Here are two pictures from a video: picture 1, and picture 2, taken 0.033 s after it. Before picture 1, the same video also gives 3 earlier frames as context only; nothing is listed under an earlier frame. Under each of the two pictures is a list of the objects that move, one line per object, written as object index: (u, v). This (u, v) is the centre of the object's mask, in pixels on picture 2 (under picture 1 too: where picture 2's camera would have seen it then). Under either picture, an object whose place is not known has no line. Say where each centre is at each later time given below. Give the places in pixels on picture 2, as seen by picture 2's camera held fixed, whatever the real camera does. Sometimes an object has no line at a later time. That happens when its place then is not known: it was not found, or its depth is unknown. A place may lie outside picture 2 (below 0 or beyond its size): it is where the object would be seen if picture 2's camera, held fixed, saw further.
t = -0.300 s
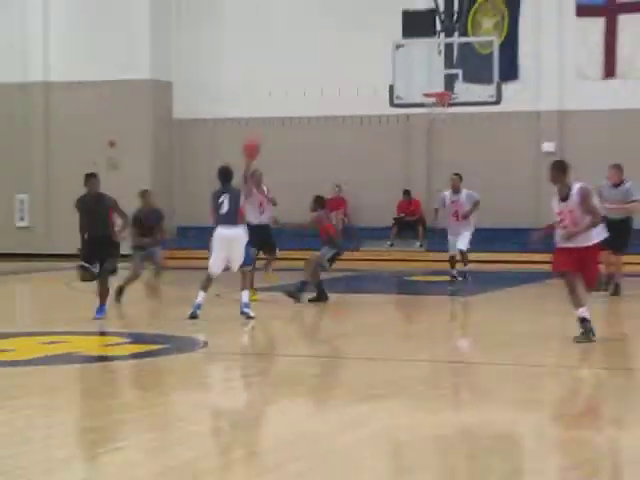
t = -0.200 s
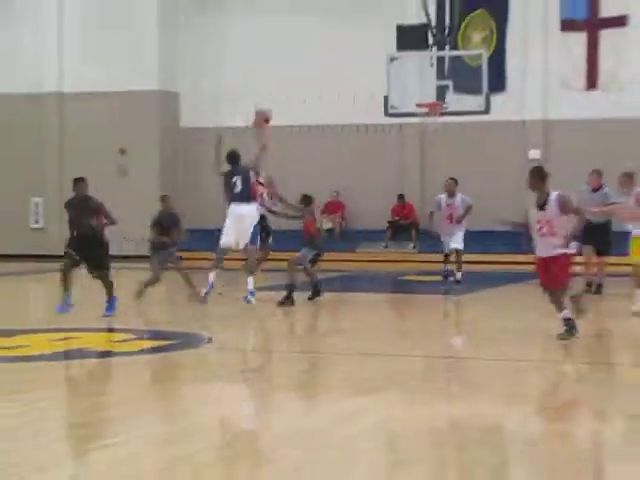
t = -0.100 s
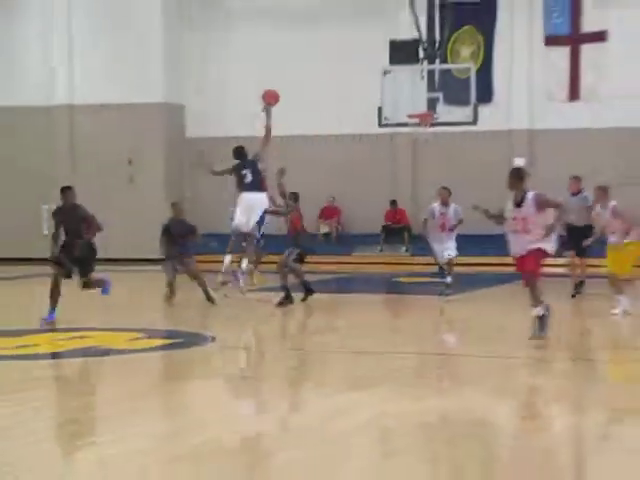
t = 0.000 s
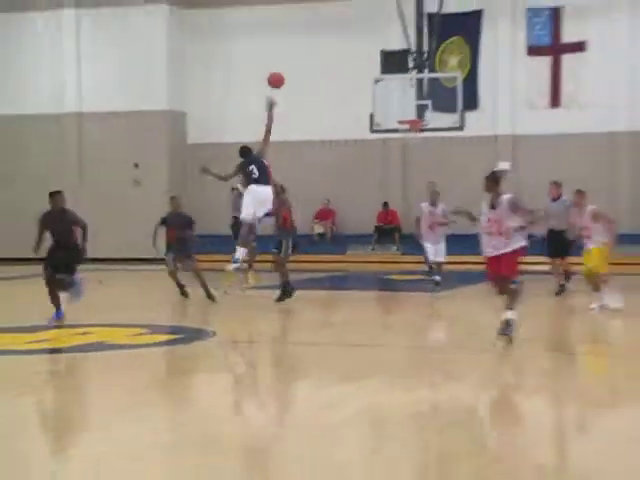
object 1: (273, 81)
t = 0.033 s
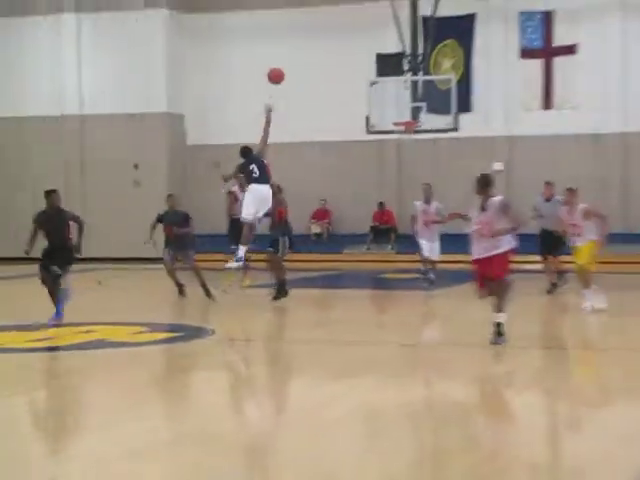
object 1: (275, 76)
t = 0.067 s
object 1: (277, 70)
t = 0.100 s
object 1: (278, 67)
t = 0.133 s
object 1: (281, 58)
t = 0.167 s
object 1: (283, 58)
